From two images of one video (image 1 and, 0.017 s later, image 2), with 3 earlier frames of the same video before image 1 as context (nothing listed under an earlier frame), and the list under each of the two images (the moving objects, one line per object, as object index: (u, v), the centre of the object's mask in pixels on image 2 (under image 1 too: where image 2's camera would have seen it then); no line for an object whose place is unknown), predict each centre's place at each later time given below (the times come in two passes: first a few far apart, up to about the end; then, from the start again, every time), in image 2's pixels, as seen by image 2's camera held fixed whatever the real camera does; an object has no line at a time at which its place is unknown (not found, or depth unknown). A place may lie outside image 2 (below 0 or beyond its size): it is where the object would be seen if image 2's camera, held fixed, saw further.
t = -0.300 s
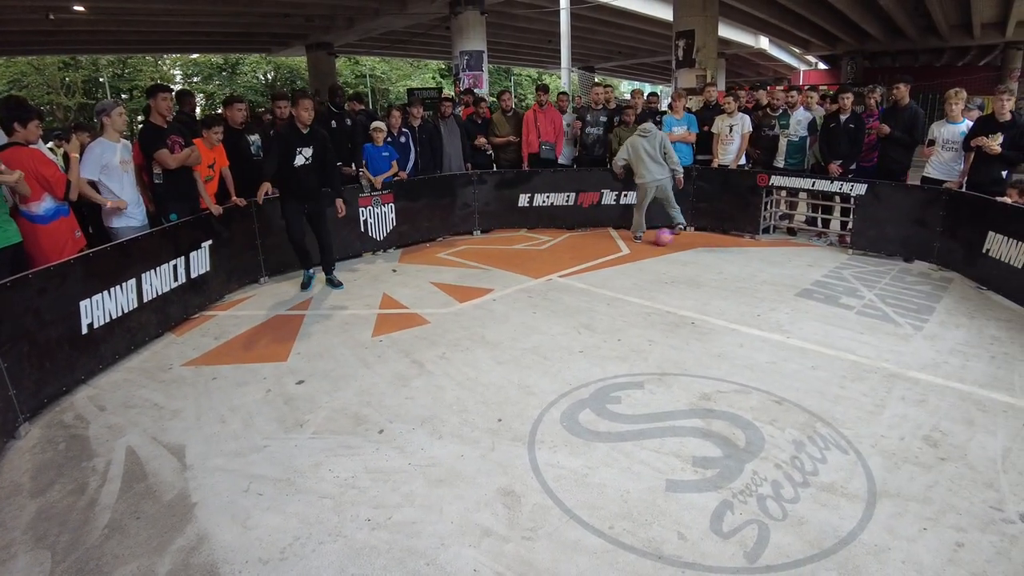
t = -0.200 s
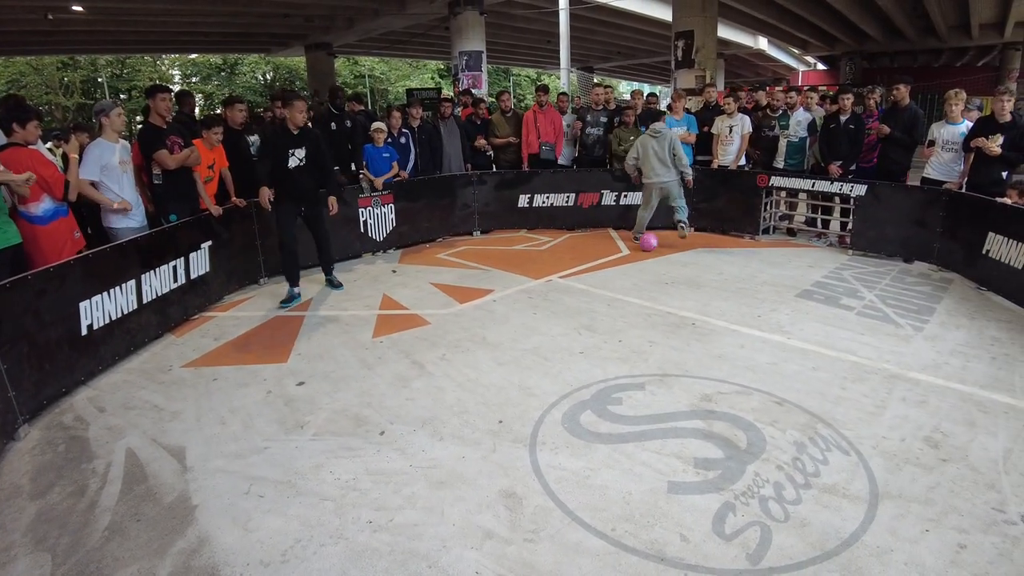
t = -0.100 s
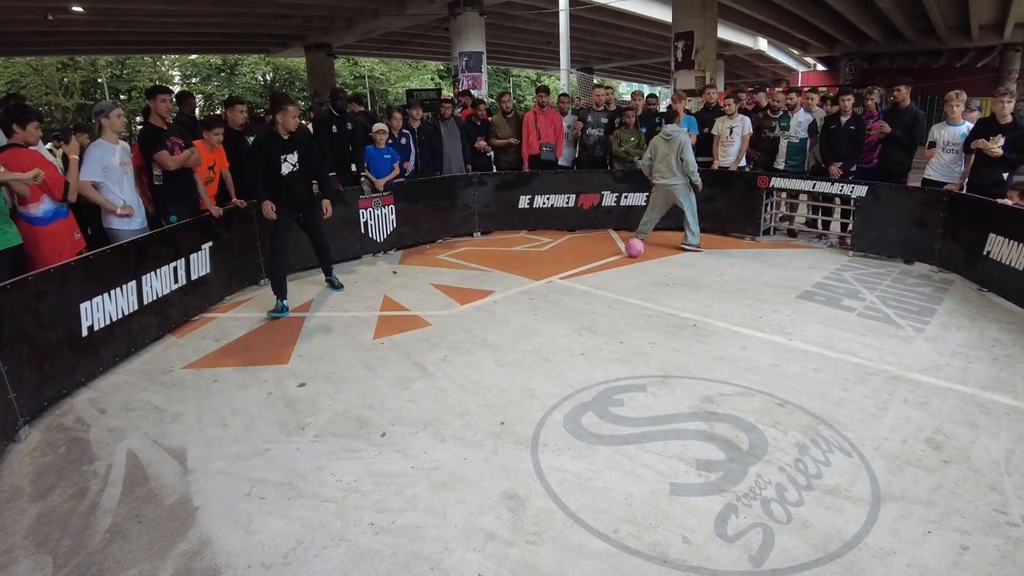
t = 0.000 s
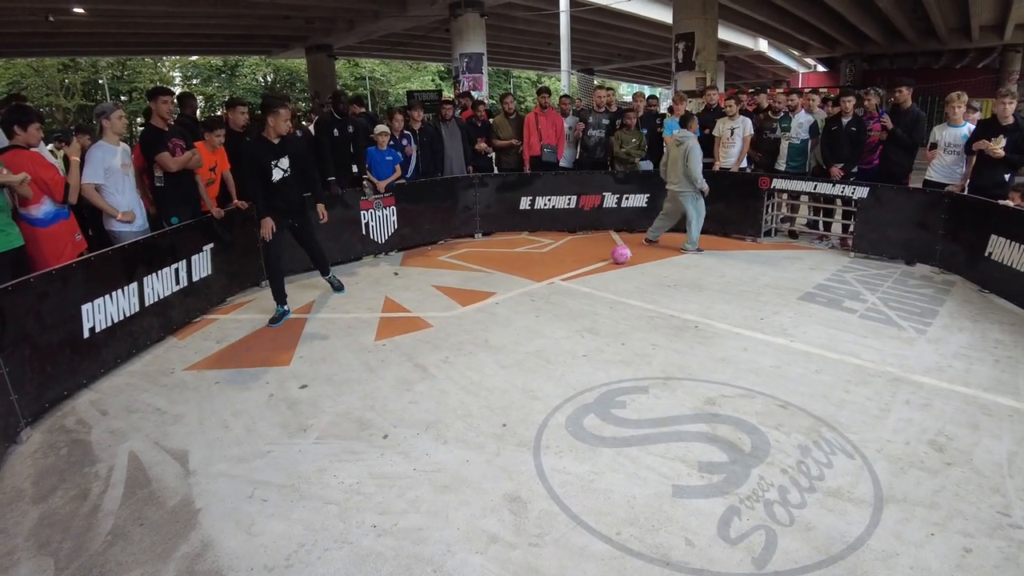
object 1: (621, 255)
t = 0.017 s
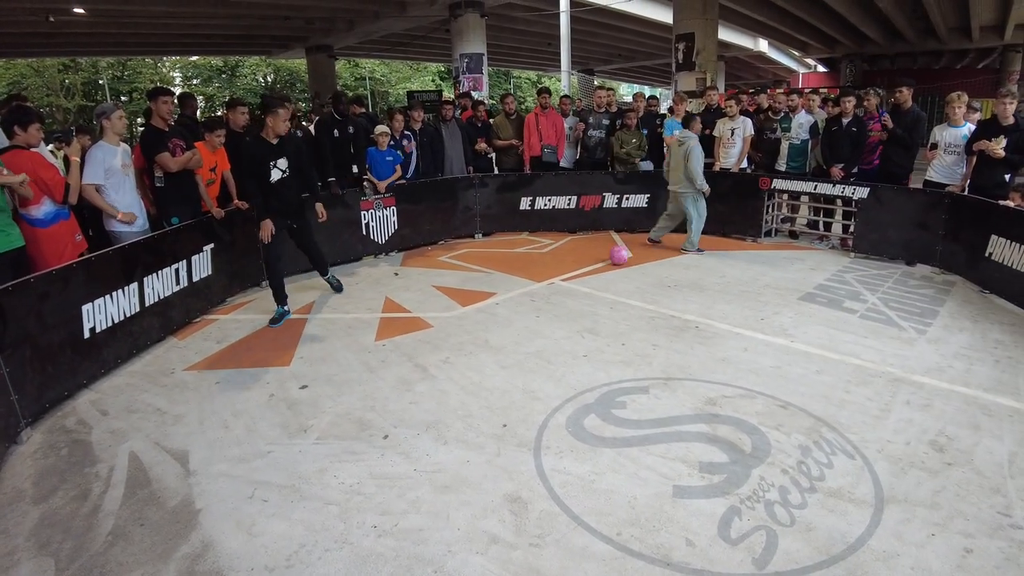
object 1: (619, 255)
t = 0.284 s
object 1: (575, 271)
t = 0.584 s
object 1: (519, 293)
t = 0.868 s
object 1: (455, 318)
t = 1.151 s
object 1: (376, 350)
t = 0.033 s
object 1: (616, 256)
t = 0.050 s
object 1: (614, 257)
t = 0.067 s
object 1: (611, 258)
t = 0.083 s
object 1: (608, 259)
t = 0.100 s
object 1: (605, 260)
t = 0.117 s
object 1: (602, 261)
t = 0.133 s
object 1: (600, 262)
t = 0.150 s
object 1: (598, 263)
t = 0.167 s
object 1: (595, 264)
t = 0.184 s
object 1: (592, 265)
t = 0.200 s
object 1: (590, 266)
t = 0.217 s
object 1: (587, 267)
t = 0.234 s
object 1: (584, 268)
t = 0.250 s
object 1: (581, 269)
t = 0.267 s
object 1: (578, 270)
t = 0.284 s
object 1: (575, 271)
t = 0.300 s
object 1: (572, 272)
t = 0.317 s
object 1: (569, 273)
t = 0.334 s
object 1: (567, 275)
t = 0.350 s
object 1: (563, 276)
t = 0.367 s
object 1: (560, 277)
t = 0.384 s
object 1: (558, 278)
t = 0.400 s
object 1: (555, 279)
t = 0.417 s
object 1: (552, 280)
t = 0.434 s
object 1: (549, 281)
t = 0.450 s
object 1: (545, 282)
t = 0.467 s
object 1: (542, 284)
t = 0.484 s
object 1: (539, 285)
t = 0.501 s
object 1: (536, 286)
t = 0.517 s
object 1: (532, 288)
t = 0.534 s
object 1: (529, 289)
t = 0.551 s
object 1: (526, 290)
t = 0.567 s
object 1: (522, 291)
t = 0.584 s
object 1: (519, 293)
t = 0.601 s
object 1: (515, 294)
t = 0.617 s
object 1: (511, 296)
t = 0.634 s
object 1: (509, 297)
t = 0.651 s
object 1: (505, 298)
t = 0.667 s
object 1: (501, 300)
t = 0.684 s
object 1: (498, 301)
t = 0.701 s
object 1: (494, 303)
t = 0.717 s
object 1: (490, 304)
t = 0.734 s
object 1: (487, 305)
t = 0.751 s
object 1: (483, 307)
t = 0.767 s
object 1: (479, 308)
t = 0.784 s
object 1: (475, 310)
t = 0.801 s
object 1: (471, 311)
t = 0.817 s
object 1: (467, 313)
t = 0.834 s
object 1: (463, 315)
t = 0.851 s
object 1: (459, 316)
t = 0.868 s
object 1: (455, 318)
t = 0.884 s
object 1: (451, 319)
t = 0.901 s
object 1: (447, 321)
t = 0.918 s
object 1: (442, 323)
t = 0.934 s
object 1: (438, 324)
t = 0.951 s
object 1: (433, 326)
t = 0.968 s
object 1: (429, 328)
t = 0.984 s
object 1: (425, 330)
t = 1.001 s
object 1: (420, 332)
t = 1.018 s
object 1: (416, 333)
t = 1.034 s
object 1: (411, 336)
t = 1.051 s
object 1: (406, 337)
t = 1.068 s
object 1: (401, 340)
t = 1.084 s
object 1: (396, 341)
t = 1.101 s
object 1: (391, 344)
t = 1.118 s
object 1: (386, 345)
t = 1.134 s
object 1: (381, 348)
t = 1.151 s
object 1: (376, 350)
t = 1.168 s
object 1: (370, 351)
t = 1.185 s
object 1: (365, 354)
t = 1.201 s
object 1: (359, 356)
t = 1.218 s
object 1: (354, 358)
